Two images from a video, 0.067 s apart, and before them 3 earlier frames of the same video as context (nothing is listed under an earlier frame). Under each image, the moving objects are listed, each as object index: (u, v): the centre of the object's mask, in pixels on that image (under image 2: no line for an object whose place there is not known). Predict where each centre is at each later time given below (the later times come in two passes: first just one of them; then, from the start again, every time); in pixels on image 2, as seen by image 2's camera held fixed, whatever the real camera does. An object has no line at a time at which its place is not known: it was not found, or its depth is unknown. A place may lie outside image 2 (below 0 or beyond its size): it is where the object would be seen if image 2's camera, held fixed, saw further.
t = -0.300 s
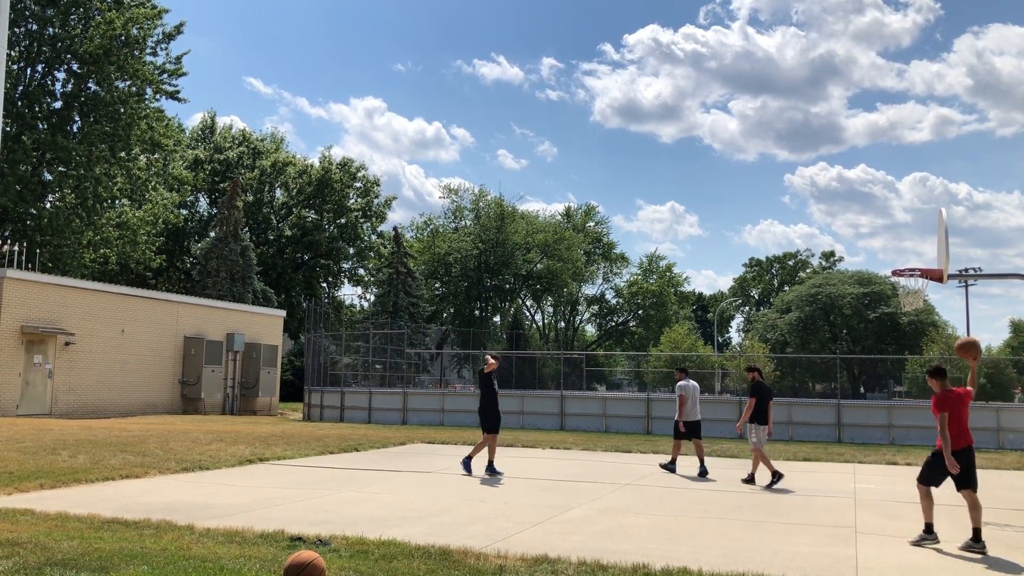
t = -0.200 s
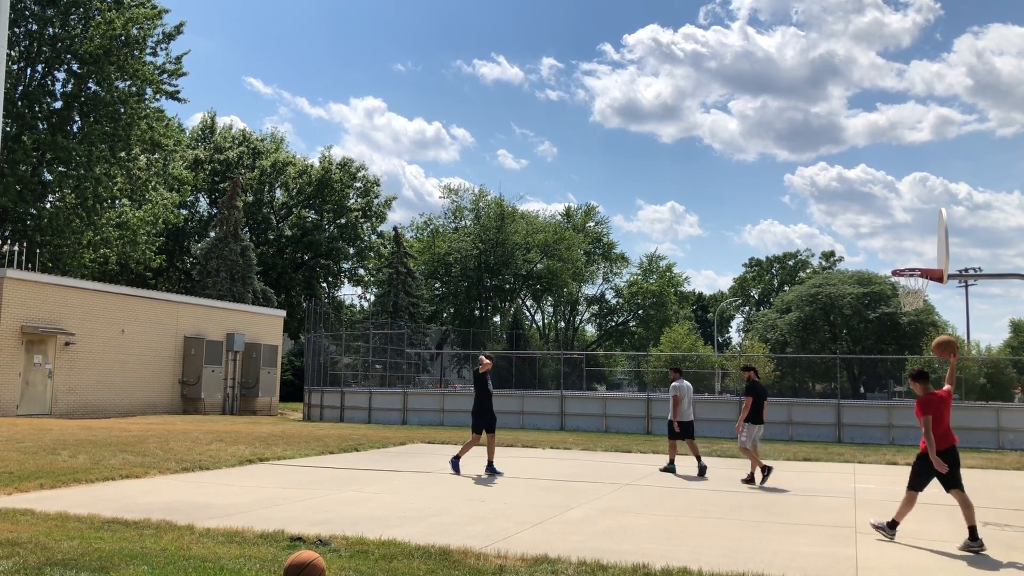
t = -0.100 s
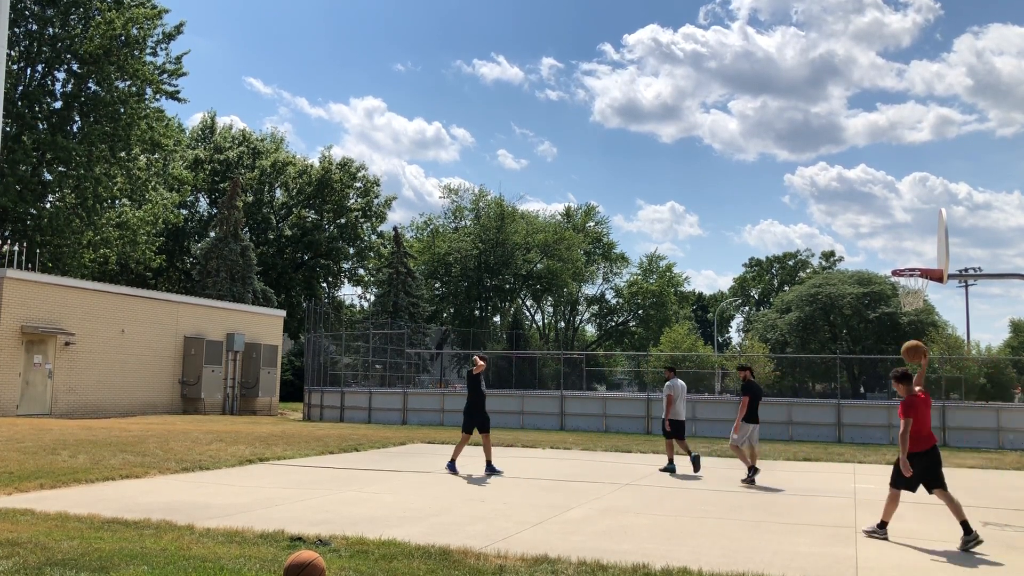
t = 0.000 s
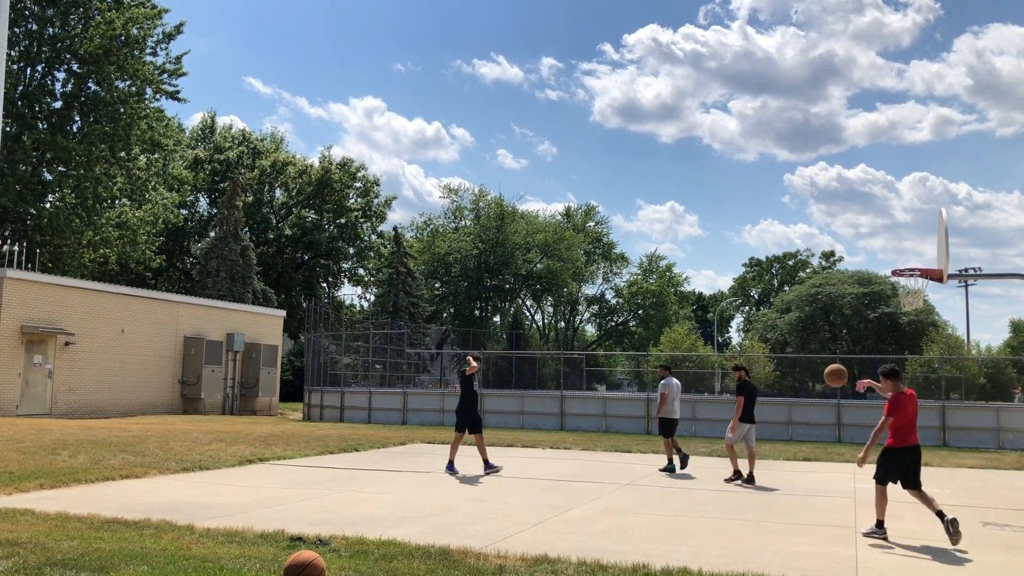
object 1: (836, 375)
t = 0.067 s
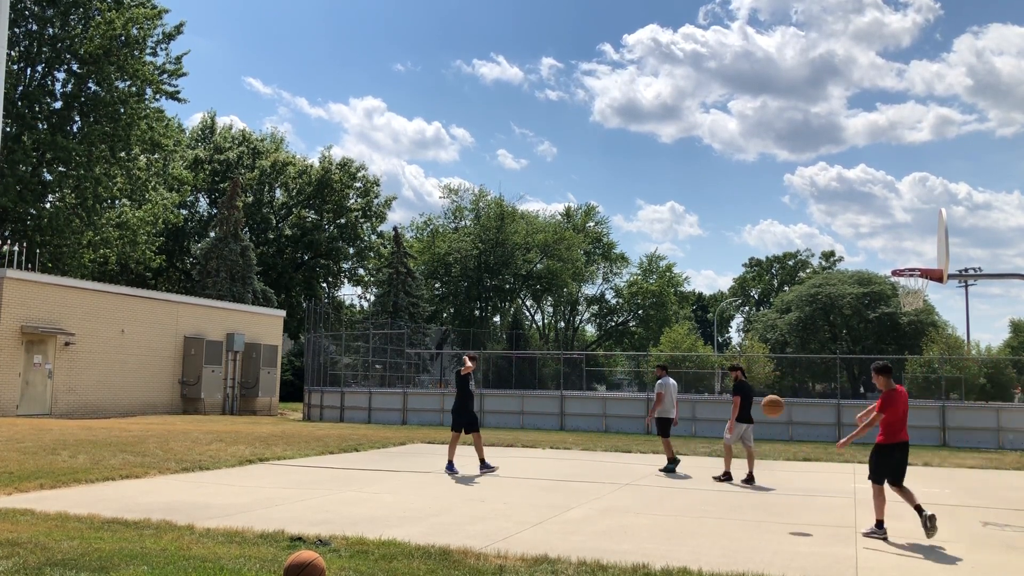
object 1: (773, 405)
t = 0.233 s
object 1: (632, 489)
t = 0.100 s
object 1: (742, 423)
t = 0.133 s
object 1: (714, 438)
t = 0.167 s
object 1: (686, 455)
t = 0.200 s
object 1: (659, 472)
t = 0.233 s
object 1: (632, 489)
